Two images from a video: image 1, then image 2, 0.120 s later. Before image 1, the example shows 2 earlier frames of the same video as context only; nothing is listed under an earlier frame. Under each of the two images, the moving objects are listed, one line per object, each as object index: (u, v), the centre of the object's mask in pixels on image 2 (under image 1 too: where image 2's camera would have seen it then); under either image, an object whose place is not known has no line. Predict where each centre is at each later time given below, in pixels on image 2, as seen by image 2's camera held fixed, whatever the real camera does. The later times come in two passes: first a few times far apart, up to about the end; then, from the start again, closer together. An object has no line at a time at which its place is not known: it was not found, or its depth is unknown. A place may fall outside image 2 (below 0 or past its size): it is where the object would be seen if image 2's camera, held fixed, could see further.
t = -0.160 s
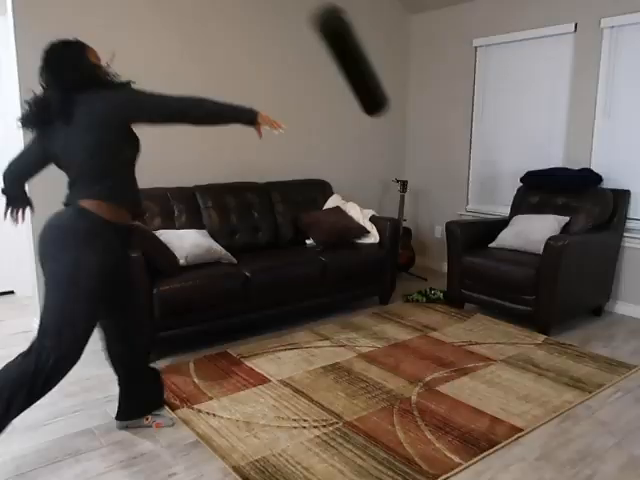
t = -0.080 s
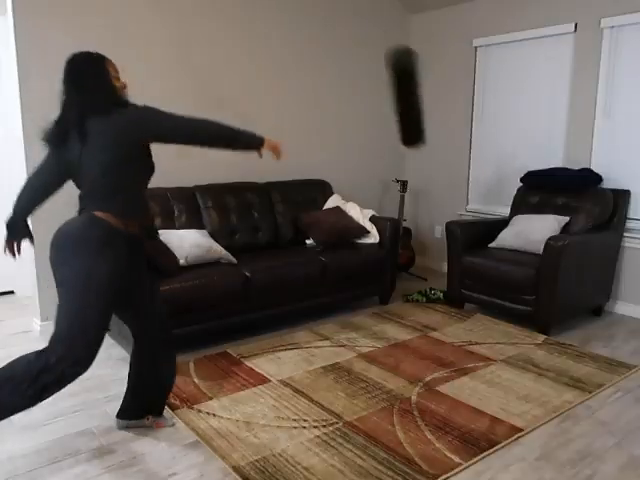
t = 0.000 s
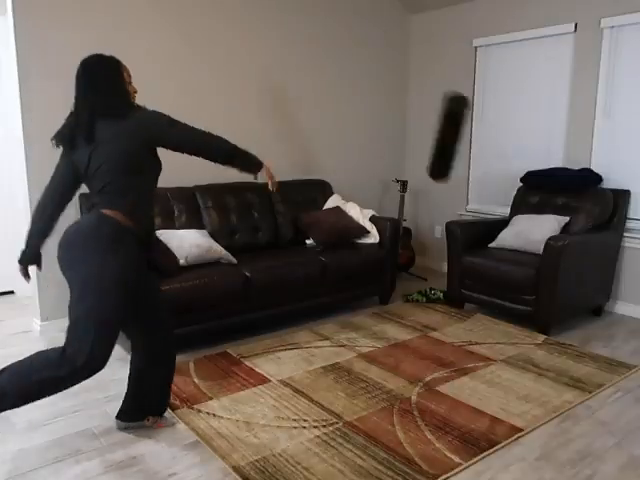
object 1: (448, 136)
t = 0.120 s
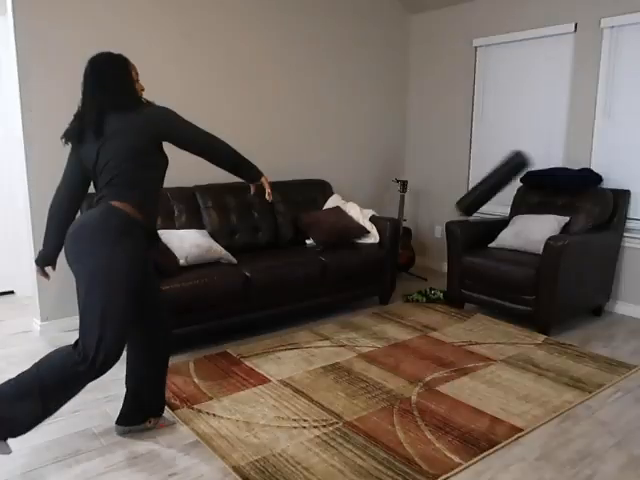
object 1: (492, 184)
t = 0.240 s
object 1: (538, 171)
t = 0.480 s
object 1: (546, 166)
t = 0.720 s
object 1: (528, 188)
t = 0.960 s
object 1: (532, 218)
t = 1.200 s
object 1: (513, 224)
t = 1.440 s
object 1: (502, 243)
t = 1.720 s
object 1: (477, 277)
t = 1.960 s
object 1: (448, 309)
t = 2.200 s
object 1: (424, 319)
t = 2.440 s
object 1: (402, 324)
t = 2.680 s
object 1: (385, 328)
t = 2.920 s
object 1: (369, 331)
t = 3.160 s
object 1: (354, 335)
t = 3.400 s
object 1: (342, 338)
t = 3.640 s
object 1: (330, 340)
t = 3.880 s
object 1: (319, 342)
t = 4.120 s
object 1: (311, 344)
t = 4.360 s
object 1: (305, 345)
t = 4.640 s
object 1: (302, 345)
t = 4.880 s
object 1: (303, 345)
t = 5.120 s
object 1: (305, 344)
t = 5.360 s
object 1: (307, 343)
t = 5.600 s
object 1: (307, 343)
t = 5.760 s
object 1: (307, 343)
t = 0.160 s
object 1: (511, 179)
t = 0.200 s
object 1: (527, 176)
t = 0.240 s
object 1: (538, 171)
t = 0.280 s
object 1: (544, 166)
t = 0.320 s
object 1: (547, 163)
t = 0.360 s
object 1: (550, 161)
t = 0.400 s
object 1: (551, 162)
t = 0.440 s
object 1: (549, 164)
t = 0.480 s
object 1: (546, 166)
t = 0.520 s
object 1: (543, 168)
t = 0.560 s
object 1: (540, 170)
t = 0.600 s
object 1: (536, 173)
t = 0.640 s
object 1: (533, 178)
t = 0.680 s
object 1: (529, 183)
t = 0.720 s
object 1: (528, 188)
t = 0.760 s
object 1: (530, 190)
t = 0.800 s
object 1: (533, 194)
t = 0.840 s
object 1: (536, 198)
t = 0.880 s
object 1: (535, 203)
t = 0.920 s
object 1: (523, 212)
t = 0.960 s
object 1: (532, 218)
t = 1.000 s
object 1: (525, 221)
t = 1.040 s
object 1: (525, 220)
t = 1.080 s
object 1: (522, 219)
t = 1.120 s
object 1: (520, 221)
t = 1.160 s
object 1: (517, 223)
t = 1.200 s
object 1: (513, 224)
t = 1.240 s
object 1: (509, 227)
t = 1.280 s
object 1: (505, 232)
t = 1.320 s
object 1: (504, 239)
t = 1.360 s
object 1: (505, 240)
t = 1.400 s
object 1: (505, 243)
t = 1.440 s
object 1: (502, 243)
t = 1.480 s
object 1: (497, 247)
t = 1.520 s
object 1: (495, 248)
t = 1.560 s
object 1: (493, 251)
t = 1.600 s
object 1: (486, 252)
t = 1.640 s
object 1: (483, 259)
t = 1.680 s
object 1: (480, 266)
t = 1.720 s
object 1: (477, 277)
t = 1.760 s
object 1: (476, 293)
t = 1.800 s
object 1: (471, 301)
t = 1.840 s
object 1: (465, 302)
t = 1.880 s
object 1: (457, 305)
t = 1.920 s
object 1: (451, 309)
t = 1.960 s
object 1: (448, 309)
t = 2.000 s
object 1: (443, 311)
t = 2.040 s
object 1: (439, 312)
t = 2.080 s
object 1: (435, 311)
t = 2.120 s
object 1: (431, 314)
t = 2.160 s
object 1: (427, 316)
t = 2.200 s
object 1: (424, 319)
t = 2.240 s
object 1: (420, 320)
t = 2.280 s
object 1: (416, 321)
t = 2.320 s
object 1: (412, 323)
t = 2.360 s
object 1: (408, 323)
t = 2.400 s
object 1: (405, 323)
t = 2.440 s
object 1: (402, 324)
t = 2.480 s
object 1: (399, 324)
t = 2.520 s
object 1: (396, 325)
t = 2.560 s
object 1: (393, 326)
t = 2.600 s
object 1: (391, 327)
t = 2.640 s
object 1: (388, 327)
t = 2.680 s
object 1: (385, 328)
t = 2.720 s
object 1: (383, 328)
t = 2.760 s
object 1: (379, 329)
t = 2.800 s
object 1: (377, 329)
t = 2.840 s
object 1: (373, 330)
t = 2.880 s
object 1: (371, 331)
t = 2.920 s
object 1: (369, 331)
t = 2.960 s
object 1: (366, 332)
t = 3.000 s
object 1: (364, 333)
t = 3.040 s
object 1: (362, 333)
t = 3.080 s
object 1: (359, 334)
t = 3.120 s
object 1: (357, 334)
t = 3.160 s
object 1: (354, 335)
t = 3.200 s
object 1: (352, 336)
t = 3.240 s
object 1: (350, 336)
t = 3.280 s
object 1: (347, 336)
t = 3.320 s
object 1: (346, 336)
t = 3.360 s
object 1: (344, 337)
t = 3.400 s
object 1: (342, 338)
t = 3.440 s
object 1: (339, 338)
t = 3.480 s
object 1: (337, 338)
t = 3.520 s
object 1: (335, 339)
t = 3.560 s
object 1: (333, 339)
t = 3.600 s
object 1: (332, 340)
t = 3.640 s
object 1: (330, 340)
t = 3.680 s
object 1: (328, 341)
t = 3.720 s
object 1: (326, 341)
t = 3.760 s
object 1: (324, 341)
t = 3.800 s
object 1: (323, 342)
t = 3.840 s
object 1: (320, 342)
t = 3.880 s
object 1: (319, 342)
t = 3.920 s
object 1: (317, 343)
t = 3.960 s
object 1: (316, 343)
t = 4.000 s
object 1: (315, 343)
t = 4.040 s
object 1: (313, 344)
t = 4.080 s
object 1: (313, 344)
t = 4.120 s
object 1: (311, 344)
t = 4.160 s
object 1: (310, 344)
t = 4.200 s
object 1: (308, 345)
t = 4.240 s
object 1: (307, 345)
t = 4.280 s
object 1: (306, 345)
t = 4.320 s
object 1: (305, 345)
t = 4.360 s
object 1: (305, 345)
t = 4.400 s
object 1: (304, 345)
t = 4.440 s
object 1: (302, 345)
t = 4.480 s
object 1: (302, 345)
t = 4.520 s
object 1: (302, 345)
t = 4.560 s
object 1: (302, 345)
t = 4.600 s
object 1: (302, 345)
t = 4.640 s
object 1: (302, 345)
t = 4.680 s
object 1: (302, 345)
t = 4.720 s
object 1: (301, 344)
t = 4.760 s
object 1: (301, 344)
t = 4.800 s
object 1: (302, 345)
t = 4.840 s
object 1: (302, 344)
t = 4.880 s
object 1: (303, 345)
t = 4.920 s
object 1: (303, 344)
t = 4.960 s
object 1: (303, 344)
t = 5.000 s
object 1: (304, 344)
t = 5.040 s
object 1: (305, 344)
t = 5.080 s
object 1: (305, 344)
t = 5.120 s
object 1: (305, 344)
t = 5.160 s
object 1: (305, 344)
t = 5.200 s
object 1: (306, 344)
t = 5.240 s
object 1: (306, 343)
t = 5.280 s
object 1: (306, 343)
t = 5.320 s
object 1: (306, 343)
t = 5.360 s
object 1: (307, 343)
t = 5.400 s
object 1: (307, 343)
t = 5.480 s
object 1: (307, 343)
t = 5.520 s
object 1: (307, 343)
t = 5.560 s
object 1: (307, 343)
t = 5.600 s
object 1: (307, 343)
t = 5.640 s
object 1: (307, 343)
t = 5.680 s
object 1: (307, 343)
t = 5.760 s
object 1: (307, 343)
